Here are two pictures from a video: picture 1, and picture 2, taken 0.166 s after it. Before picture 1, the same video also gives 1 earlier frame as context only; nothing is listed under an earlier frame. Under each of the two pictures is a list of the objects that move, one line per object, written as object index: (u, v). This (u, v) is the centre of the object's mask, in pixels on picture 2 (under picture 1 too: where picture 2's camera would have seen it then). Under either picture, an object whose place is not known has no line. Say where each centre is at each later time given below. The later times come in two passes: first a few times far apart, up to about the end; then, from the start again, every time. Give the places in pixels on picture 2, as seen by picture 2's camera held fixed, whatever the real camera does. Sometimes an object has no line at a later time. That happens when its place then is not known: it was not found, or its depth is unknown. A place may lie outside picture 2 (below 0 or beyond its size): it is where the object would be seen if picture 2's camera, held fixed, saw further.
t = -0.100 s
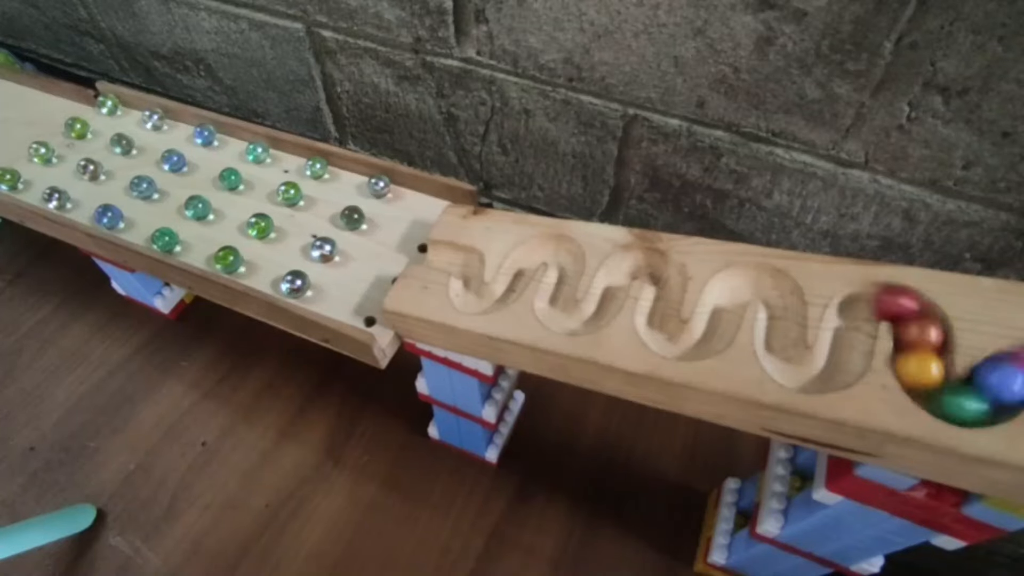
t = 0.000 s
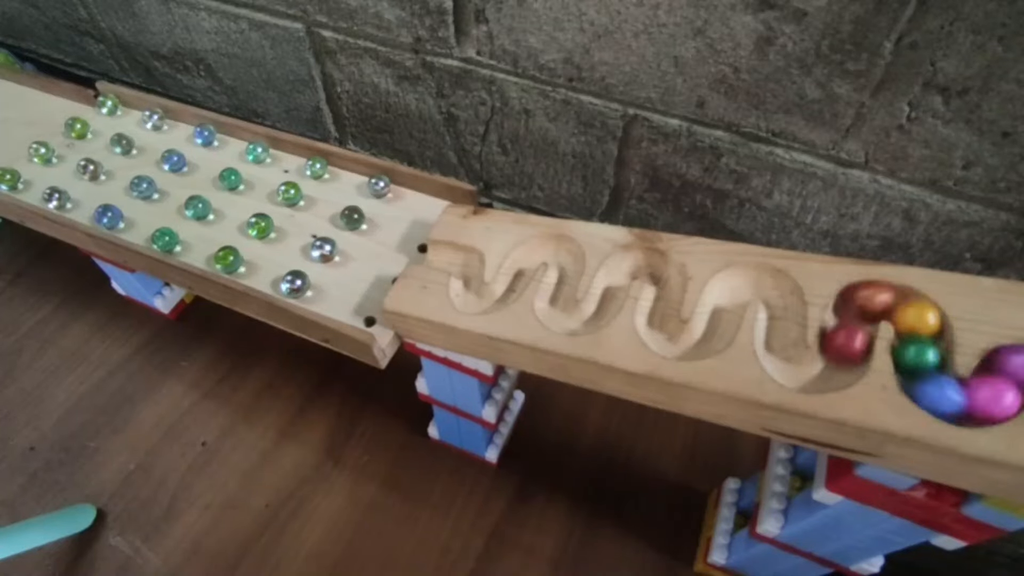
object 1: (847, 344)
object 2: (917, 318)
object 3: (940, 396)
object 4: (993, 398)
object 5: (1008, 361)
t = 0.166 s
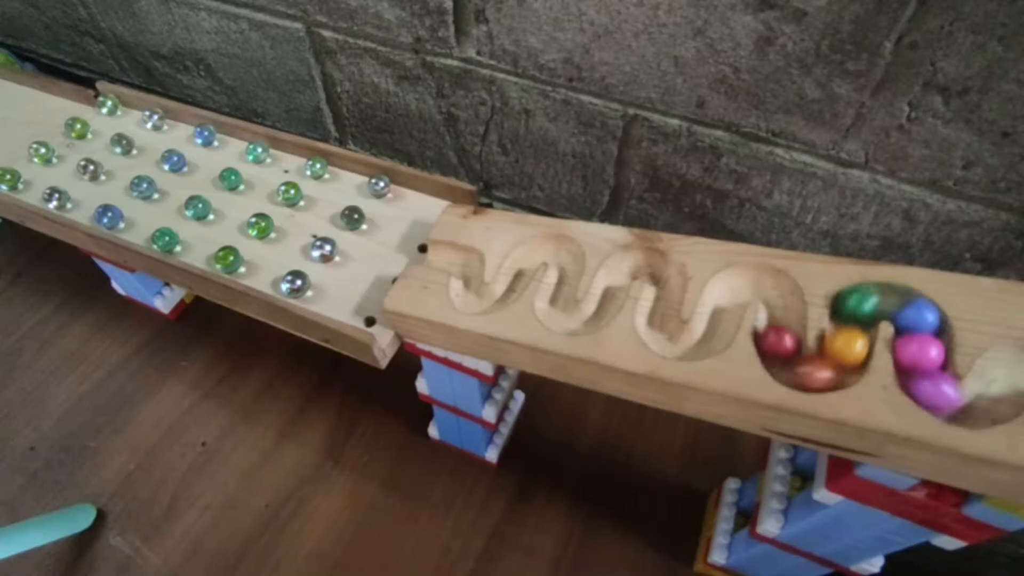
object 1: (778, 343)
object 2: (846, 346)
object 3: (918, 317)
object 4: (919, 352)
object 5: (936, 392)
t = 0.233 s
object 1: (782, 310)
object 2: (821, 373)
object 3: (876, 300)
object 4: (921, 326)
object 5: (920, 364)
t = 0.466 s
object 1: (697, 344)
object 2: (761, 282)
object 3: (780, 354)
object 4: (839, 368)
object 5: (889, 301)
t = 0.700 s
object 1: (642, 259)
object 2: (662, 333)
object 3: (724, 301)
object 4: (762, 282)
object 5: (790, 365)
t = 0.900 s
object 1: (561, 315)
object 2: (636, 261)
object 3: (656, 307)
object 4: (669, 340)
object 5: (737, 285)
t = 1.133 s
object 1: (527, 256)
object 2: (552, 302)
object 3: (610, 286)
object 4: (657, 268)
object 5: (659, 305)
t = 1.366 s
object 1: (470, 270)
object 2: (523, 261)
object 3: (563, 280)
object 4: (577, 320)
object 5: (606, 298)
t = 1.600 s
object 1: (366, 241)
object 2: (469, 270)
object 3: (513, 279)
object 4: (553, 246)
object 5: (565, 271)
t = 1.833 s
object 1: (294, 203)
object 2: (378, 246)
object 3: (462, 260)
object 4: (467, 287)
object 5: (503, 292)
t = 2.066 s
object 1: (224, 201)
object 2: (279, 198)
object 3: (347, 231)
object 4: (386, 248)
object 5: (440, 256)
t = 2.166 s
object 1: (205, 191)
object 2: (247, 180)
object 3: (294, 208)
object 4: (330, 228)
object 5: (390, 249)
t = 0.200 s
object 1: (777, 327)
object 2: (840, 367)
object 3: (901, 305)
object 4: (920, 339)
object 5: (923, 377)
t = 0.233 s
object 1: (782, 310)
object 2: (821, 373)
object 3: (876, 300)
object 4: (921, 326)
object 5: (920, 364)
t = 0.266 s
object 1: (782, 296)
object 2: (793, 368)
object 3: (856, 310)
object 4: (915, 315)
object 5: (920, 353)
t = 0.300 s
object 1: (769, 284)
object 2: (778, 347)
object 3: (850, 330)
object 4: (898, 305)
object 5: (921, 343)
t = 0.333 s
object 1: (743, 281)
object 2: (778, 329)
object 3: (847, 351)
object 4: (872, 300)
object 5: (922, 336)
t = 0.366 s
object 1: (728, 294)
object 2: (781, 316)
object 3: (839, 367)
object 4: (856, 311)
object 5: (921, 327)
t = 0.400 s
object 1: (721, 315)
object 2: (781, 303)
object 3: (818, 373)
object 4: (850, 329)
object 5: (916, 319)
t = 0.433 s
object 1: (712, 334)
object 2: (776, 292)
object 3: (795, 370)
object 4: (846, 350)
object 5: (905, 309)
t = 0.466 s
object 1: (697, 344)
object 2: (761, 282)
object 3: (780, 354)
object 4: (839, 368)
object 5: (889, 301)
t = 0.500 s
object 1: (672, 341)
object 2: (741, 283)
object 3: (777, 335)
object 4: (815, 374)
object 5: (866, 302)
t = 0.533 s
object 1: (658, 328)
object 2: (727, 295)
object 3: (779, 317)
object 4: (792, 367)
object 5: (853, 315)
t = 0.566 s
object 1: (655, 310)
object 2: (723, 312)
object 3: (782, 301)
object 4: (779, 348)
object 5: (850, 334)
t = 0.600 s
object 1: (662, 295)
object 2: (714, 330)
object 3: (774, 290)
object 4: (778, 327)
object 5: (846, 352)
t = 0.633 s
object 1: (667, 280)
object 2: (701, 342)
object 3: (757, 279)
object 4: (782, 309)
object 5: (836, 370)
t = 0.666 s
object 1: (660, 265)
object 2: (678, 343)
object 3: (736, 285)
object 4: (777, 294)
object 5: (813, 375)
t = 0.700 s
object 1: (642, 259)
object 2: (662, 333)
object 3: (724, 301)
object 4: (762, 282)
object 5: (790, 365)
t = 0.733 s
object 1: (622, 269)
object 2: (654, 316)
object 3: (719, 320)
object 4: (738, 283)
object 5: (778, 345)
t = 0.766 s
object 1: (611, 285)
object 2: (659, 300)
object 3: (710, 335)
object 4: (723, 301)
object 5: (778, 325)
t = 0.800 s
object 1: (604, 303)
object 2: (666, 285)
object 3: (693, 344)
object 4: (720, 318)
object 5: (783, 306)
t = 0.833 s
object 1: (594, 316)
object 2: (665, 272)
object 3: (670, 340)
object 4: (709, 338)
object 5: (777, 293)
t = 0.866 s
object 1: (577, 321)
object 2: (652, 264)
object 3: (655, 325)
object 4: (689, 345)
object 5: (761, 282)
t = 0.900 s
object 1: (561, 315)
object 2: (636, 261)
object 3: (656, 307)
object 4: (669, 340)
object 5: (737, 285)
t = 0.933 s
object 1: (552, 301)
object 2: (619, 273)
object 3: (661, 295)
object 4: (657, 325)
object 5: (724, 303)
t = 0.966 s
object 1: (558, 287)
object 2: (610, 286)
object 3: (665, 282)
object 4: (655, 312)
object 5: (718, 323)
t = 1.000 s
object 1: (565, 273)
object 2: (605, 302)
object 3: (664, 270)
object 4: (660, 301)
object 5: (709, 339)
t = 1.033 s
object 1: (567, 262)
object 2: (595, 315)
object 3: (650, 263)
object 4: (663, 292)
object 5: (686, 345)
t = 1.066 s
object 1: (563, 251)
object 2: (578, 320)
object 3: (635, 261)
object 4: (665, 284)
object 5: (668, 338)
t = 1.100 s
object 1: (549, 247)
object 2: (561, 316)
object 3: (619, 272)
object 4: (664, 275)
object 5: (657, 323)
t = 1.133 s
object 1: (527, 256)
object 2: (552, 302)
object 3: (610, 286)
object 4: (657, 268)
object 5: (659, 305)
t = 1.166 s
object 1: (518, 270)
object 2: (556, 290)
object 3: (605, 300)
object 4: (644, 261)
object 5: (664, 289)
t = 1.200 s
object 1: (509, 284)
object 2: (562, 278)
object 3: (597, 313)
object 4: (628, 266)
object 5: (665, 275)
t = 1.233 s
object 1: (498, 296)
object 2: (567, 267)
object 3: (582, 320)
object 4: (615, 276)
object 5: (656, 266)
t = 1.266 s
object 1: (479, 301)
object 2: (565, 256)
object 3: (565, 318)
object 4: (609, 291)
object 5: (639, 261)
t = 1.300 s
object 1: (467, 294)
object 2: (557, 247)
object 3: (553, 307)
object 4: (604, 304)
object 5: (622, 269)
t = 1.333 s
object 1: (467, 283)
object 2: (540, 248)
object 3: (555, 293)
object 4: (594, 314)
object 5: (612, 284)
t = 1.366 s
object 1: (470, 270)
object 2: (523, 261)
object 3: (563, 280)
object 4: (577, 320)
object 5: (606, 298)
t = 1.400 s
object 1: (466, 263)
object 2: (515, 275)
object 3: (565, 271)
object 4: (561, 316)
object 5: (598, 311)
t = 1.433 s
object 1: (454, 260)
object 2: (506, 290)
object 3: (566, 260)
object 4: (551, 303)
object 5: (581, 320)
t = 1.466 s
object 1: (436, 255)
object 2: (490, 299)
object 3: (563, 252)
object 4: (557, 290)
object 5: (565, 319)
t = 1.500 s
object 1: (419, 252)
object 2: (473, 300)
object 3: (551, 247)
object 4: (562, 276)
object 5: (553, 307)
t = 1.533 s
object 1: (403, 255)
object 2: (466, 290)
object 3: (536, 251)
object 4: (567, 265)
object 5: (555, 293)
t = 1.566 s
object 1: (383, 247)
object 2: (467, 279)
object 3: (522, 264)
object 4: (565, 254)
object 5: (561, 281)
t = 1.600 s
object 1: (366, 241)
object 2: (469, 270)
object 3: (513, 279)
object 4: (553, 246)
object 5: (565, 271)
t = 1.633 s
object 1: (348, 234)
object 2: (467, 263)
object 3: (504, 292)
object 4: (534, 252)
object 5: (566, 261)
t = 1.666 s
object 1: (341, 229)
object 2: (458, 259)
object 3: (490, 300)
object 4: (521, 264)
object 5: (562, 251)
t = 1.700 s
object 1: (331, 223)
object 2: (443, 256)
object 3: (473, 300)
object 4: (513, 279)
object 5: (551, 247)
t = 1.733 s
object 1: (322, 217)
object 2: (428, 253)
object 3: (466, 291)
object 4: (502, 294)
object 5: (533, 252)
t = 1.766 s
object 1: (311, 211)
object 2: (413, 252)
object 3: (467, 276)
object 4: (486, 300)
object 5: (520, 265)
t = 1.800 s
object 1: (302, 206)
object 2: (396, 254)
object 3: (468, 264)
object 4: (471, 299)
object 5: (513, 280)
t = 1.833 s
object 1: (294, 203)
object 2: (378, 246)
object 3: (462, 260)
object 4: (467, 287)
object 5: (503, 292)
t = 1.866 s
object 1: (285, 203)
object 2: (362, 241)
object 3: (444, 257)
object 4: (469, 270)
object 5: (487, 300)
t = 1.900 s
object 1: (277, 202)
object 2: (344, 234)
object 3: (431, 254)
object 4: (466, 262)
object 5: (471, 298)
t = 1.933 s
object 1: (266, 202)
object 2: (325, 227)
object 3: (414, 250)
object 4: (452, 260)
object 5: (467, 287)
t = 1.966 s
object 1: (257, 203)
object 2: (307, 220)
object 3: (399, 252)
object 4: (436, 255)
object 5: (469, 273)
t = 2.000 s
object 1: (246, 202)
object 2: (298, 212)
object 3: (382, 244)
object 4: (420, 252)
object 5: (467, 263)
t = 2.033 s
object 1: (235, 201)
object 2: (291, 206)
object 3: (365, 239)
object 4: (403, 254)
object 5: (457, 260)
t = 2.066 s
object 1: (224, 201)
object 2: (279, 198)
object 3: (347, 231)
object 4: (386, 248)
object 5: (440, 256)
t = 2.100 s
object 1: (220, 196)
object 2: (265, 190)
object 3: (329, 224)
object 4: (368, 243)
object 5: (425, 252)
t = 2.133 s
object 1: (213, 192)
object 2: (252, 183)
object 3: (311, 217)
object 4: (349, 235)
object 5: (407, 252)
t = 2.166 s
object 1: (205, 191)
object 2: (247, 180)
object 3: (294, 208)
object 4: (330, 228)
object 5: (390, 249)
